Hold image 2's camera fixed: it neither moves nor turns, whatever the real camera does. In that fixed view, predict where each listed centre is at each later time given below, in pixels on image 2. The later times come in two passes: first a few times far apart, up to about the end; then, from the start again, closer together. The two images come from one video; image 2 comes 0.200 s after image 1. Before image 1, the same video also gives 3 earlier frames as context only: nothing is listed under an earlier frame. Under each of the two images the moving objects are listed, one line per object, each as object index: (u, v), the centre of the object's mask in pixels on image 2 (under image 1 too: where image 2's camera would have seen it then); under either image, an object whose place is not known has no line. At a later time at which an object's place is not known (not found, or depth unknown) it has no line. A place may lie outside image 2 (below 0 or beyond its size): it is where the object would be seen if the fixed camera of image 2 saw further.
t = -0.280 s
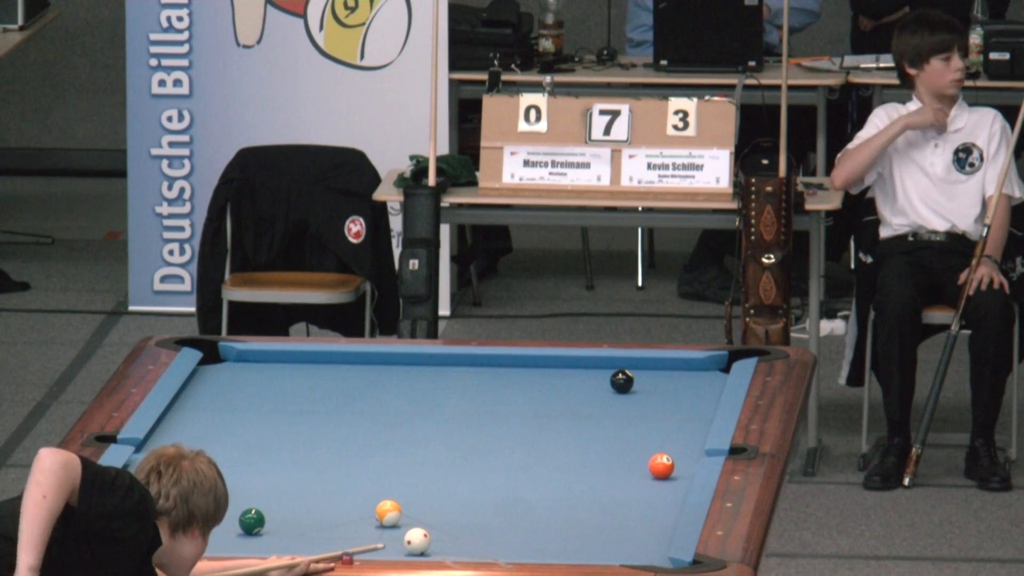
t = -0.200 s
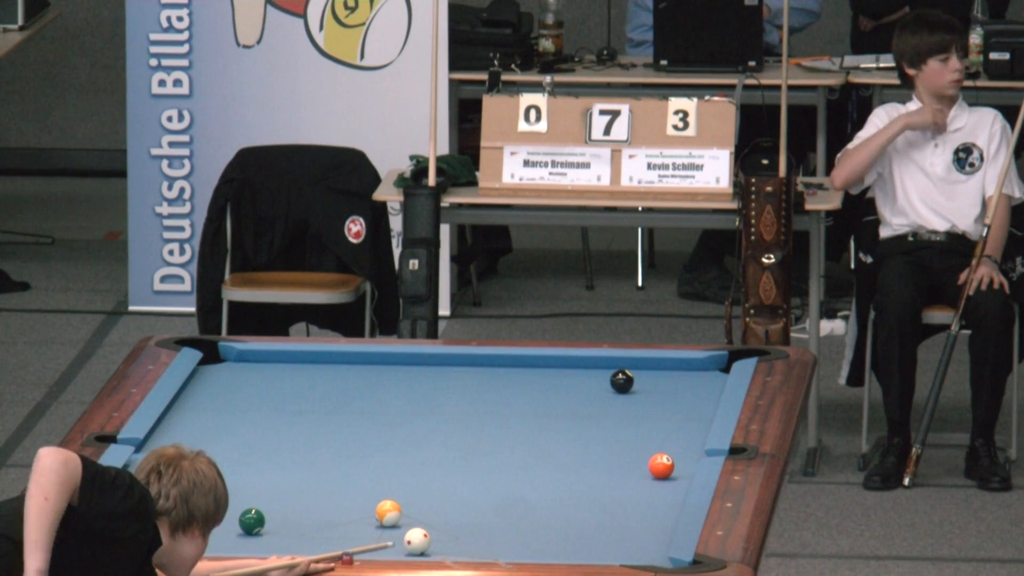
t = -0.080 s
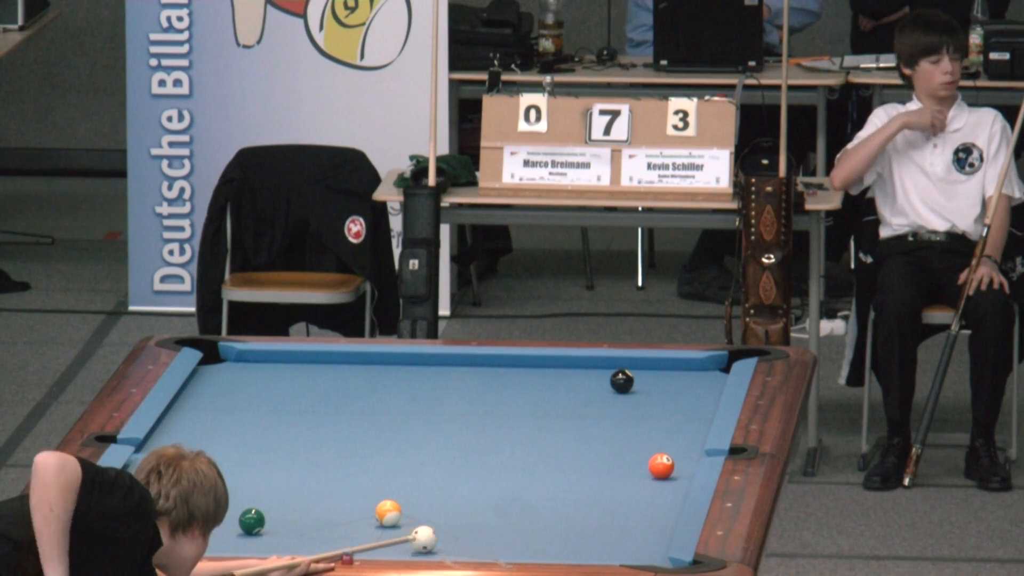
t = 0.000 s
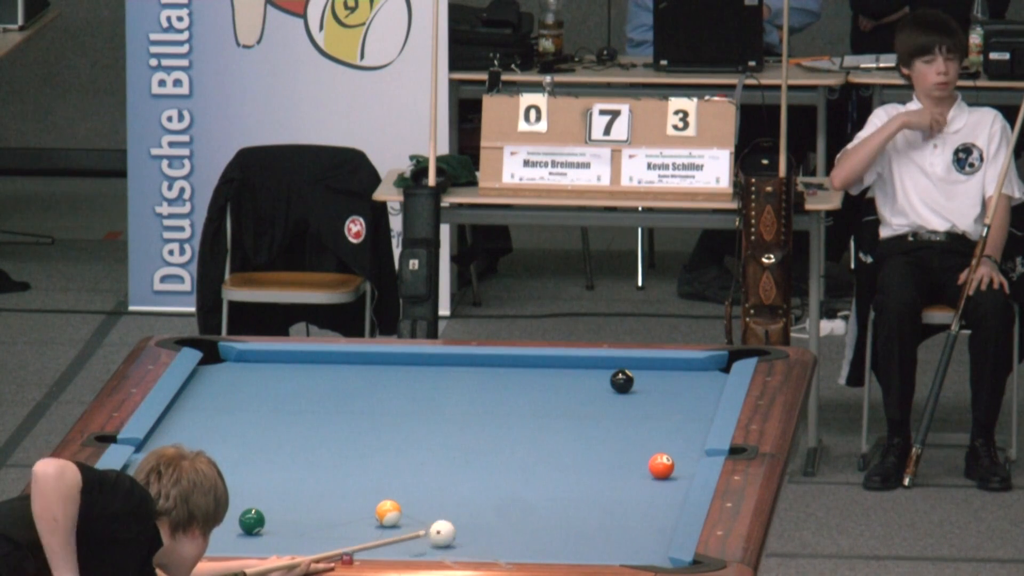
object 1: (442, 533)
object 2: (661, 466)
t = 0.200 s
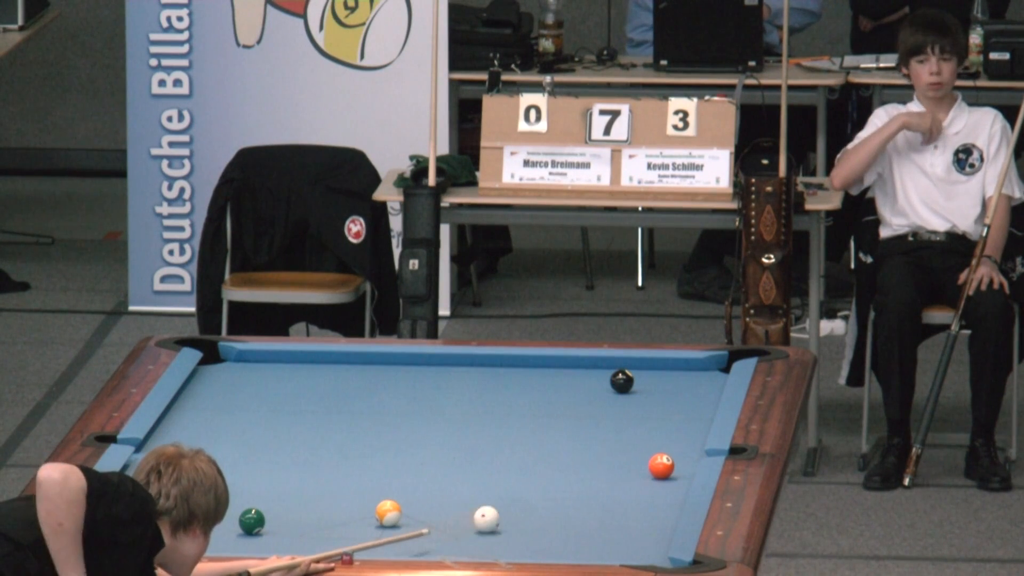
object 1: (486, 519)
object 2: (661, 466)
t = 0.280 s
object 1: (503, 514)
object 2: (661, 466)
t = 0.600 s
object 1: (570, 493)
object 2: (661, 466)
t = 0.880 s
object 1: (625, 476)
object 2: (661, 466)
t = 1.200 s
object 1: (641, 466)
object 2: (696, 457)
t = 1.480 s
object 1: (640, 461)
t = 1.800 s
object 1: (639, 456)
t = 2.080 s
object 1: (639, 452)
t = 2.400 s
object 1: (638, 448)
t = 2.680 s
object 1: (638, 446)
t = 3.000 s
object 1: (638, 444)
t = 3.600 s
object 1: (638, 443)
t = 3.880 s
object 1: (638, 442)
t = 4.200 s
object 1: (638, 442)
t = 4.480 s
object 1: (638, 442)
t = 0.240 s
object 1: (495, 517)
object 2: (661, 466)
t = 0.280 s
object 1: (503, 514)
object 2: (661, 466)
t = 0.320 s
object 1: (512, 511)
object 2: (661, 466)
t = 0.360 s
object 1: (521, 509)
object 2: (661, 466)
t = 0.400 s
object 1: (529, 506)
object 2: (661, 466)
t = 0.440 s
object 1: (537, 504)
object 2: (661, 466)
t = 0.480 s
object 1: (545, 501)
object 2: (661, 466)
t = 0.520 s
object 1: (553, 498)
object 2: (661, 466)
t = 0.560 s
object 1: (562, 495)
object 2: (661, 466)
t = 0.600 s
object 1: (570, 493)
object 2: (661, 466)
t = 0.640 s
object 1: (577, 490)
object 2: (661, 466)
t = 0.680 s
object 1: (585, 488)
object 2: (661, 466)
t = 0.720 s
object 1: (594, 485)
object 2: (661, 466)
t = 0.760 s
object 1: (601, 483)
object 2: (661, 466)
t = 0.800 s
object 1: (609, 480)
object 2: (661, 466)
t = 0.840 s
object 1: (617, 478)
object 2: (661, 466)
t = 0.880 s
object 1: (625, 476)
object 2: (661, 466)
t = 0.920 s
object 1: (632, 473)
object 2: (661, 466)
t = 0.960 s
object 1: (640, 471)
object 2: (662, 466)
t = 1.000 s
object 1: (642, 470)
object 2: (666, 465)
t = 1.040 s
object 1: (641, 469)
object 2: (674, 464)
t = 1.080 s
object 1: (641, 468)
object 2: (681, 462)
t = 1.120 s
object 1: (641, 467)
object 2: (686, 461)
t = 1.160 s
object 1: (641, 467)
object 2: (691, 459)
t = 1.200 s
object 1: (641, 466)
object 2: (696, 457)
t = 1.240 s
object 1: (640, 466)
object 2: (701, 454)
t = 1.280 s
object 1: (640, 464)
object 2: (709, 452)
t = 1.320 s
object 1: (640, 464)
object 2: (716, 452)
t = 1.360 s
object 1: (640, 463)
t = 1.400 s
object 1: (640, 462)
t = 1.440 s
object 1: (640, 461)
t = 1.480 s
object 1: (640, 461)
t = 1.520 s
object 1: (640, 460)
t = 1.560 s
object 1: (640, 459)
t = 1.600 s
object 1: (640, 459)
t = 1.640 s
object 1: (640, 458)
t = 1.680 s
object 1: (640, 458)
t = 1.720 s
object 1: (639, 457)
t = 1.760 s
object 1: (640, 456)
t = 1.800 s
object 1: (639, 456)
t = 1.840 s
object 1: (639, 455)
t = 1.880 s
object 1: (639, 455)
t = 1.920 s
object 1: (639, 454)
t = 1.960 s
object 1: (639, 454)
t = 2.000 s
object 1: (639, 453)
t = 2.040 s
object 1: (639, 452)
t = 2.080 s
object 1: (639, 452)
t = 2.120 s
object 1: (639, 451)
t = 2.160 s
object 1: (639, 451)
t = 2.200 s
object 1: (639, 450)
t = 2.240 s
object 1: (639, 450)
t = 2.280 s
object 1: (638, 450)
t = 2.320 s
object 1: (638, 449)
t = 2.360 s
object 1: (638, 449)
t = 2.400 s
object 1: (638, 448)
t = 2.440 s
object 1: (638, 448)
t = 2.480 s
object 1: (638, 448)
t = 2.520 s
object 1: (638, 447)
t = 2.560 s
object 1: (638, 447)
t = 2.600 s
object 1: (638, 447)
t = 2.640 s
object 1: (638, 446)
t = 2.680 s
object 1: (638, 446)
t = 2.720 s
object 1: (637, 446)
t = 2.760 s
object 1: (637, 445)
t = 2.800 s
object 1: (638, 445)
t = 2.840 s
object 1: (638, 445)
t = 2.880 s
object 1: (638, 445)
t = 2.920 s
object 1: (638, 444)
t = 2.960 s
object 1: (638, 444)
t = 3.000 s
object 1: (638, 444)
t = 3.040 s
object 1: (641, 443)
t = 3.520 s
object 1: (629, 441)
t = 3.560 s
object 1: (637, 442)
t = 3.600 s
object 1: (638, 443)
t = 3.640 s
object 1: (638, 442)
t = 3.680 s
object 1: (638, 443)
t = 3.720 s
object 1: (638, 442)
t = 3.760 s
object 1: (638, 442)
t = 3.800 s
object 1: (638, 442)
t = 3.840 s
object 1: (638, 442)
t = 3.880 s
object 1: (638, 442)
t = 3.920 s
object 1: (638, 443)
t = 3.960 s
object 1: (638, 442)
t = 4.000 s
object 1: (638, 442)
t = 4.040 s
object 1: (638, 442)
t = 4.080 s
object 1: (638, 442)
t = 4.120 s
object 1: (638, 442)
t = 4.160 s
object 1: (638, 442)
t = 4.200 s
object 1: (638, 442)
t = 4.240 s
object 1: (638, 442)
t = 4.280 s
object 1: (638, 442)
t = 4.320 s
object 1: (638, 442)
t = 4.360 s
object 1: (638, 442)
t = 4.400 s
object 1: (638, 442)
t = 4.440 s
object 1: (638, 442)
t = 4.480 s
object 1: (638, 442)
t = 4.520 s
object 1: (638, 442)
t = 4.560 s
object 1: (638, 442)
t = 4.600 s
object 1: (638, 442)
